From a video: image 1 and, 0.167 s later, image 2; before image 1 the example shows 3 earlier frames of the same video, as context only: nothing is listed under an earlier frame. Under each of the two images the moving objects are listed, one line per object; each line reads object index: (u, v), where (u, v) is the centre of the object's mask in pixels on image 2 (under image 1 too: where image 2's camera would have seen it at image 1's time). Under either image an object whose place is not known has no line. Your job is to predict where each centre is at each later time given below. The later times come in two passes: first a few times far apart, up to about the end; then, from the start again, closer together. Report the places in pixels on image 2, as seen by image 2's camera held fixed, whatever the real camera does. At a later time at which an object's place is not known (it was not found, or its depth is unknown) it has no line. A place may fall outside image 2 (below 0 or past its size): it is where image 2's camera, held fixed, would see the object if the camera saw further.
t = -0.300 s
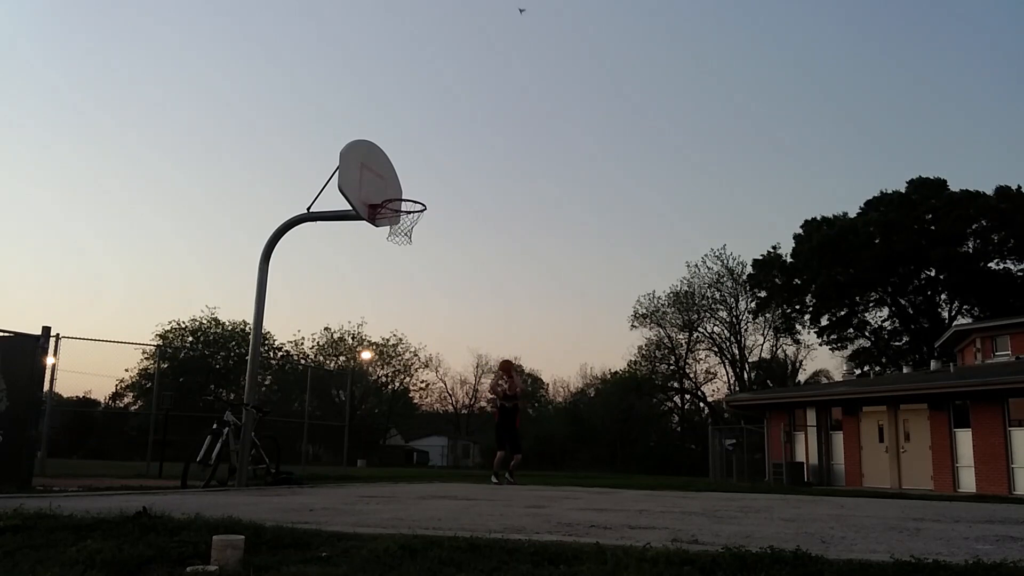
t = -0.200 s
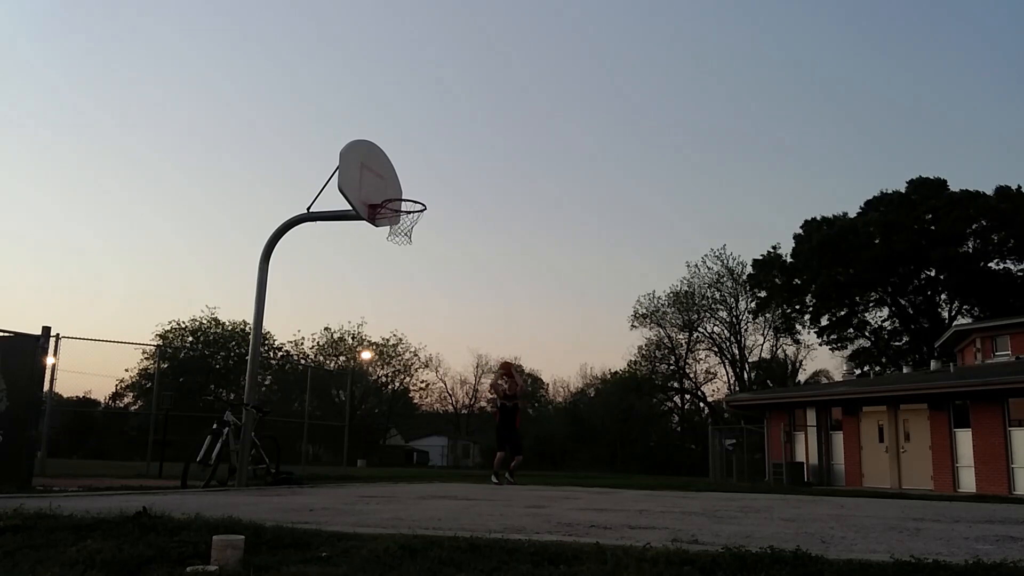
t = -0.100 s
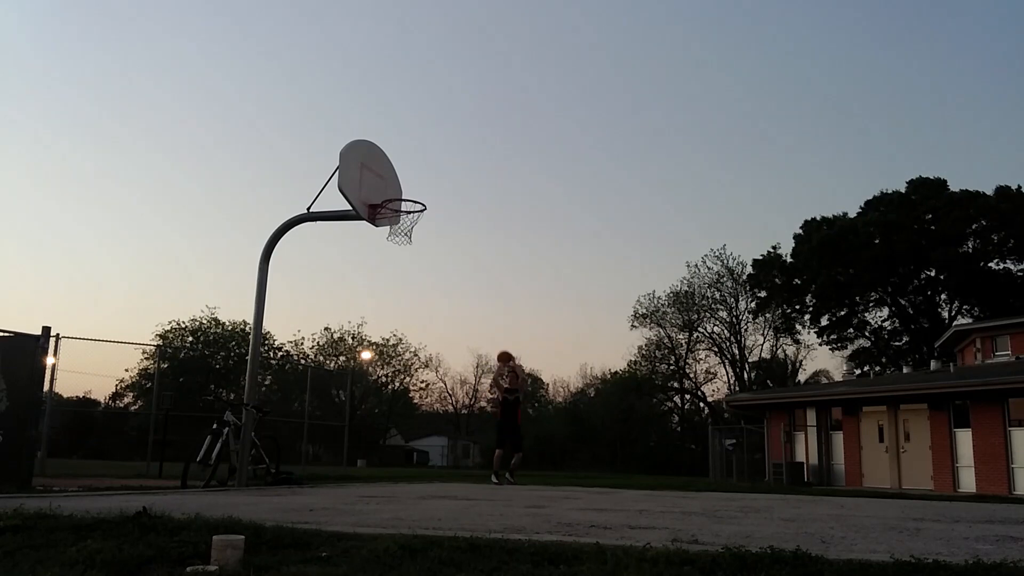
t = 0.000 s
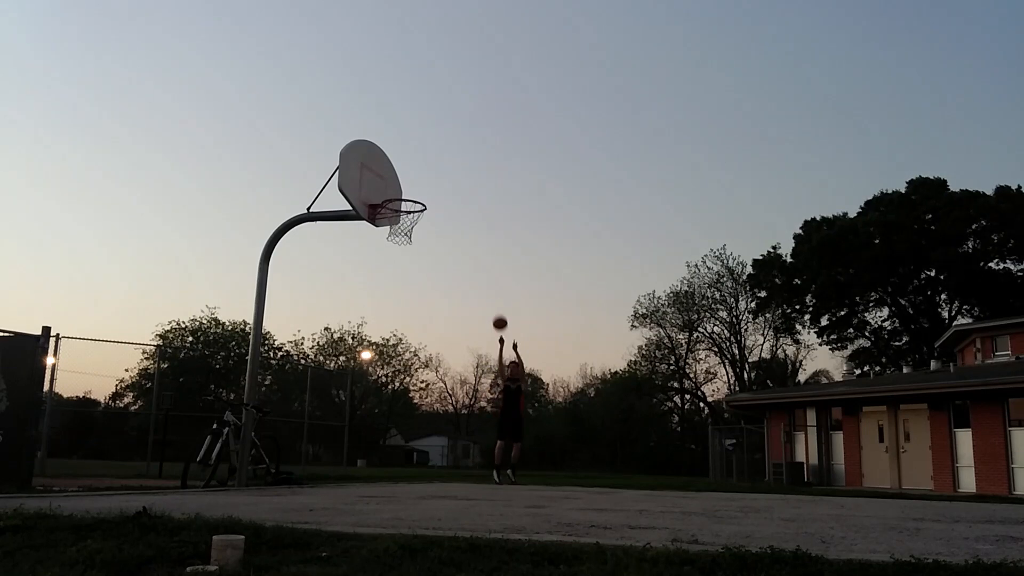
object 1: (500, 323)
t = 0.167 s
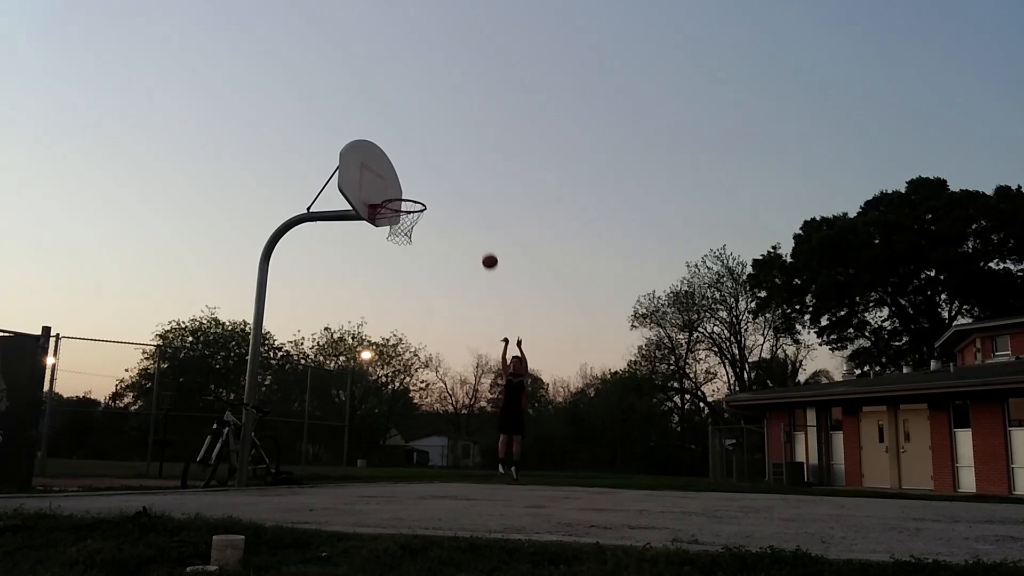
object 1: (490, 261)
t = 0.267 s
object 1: (483, 231)
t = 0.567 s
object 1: (458, 170)
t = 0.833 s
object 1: (428, 164)
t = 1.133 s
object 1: (407, 219)
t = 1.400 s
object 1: (398, 230)
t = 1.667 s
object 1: (384, 284)
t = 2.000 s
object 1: (360, 449)
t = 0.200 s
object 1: (487, 250)
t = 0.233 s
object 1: (485, 240)
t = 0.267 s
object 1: (483, 231)
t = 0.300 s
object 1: (481, 221)
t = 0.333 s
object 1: (478, 213)
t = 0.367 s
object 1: (476, 205)
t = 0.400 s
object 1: (473, 197)
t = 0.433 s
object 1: (470, 190)
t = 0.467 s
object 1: (467, 184)
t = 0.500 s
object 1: (464, 179)
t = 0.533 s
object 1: (461, 174)
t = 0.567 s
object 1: (458, 170)
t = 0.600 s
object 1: (455, 167)
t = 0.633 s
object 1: (451, 164)
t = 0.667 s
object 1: (448, 162)
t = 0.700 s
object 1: (444, 161)
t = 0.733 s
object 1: (440, 160)
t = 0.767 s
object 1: (436, 161)
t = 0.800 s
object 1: (432, 162)
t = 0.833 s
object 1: (428, 164)
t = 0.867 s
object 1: (423, 168)
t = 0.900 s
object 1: (419, 172)
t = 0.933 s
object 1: (414, 177)
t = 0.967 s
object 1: (409, 184)
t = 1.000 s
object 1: (404, 191)
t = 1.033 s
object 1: (399, 200)
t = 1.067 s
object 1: (402, 207)
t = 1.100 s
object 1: (406, 214)
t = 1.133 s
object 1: (407, 219)
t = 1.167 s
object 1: (408, 223)
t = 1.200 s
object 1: (407, 225)
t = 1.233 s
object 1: (406, 225)
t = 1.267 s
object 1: (405, 225)
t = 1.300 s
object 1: (403, 225)
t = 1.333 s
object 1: (401, 226)
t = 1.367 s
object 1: (399, 228)
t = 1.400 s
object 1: (398, 230)
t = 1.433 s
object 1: (396, 233)
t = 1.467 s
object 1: (394, 237)
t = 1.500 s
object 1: (393, 243)
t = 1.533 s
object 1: (391, 249)
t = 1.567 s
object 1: (389, 256)
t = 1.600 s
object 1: (388, 264)
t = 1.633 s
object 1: (386, 273)
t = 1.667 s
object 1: (384, 284)
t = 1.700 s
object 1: (382, 295)
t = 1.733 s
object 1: (380, 308)
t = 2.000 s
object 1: (360, 449)
